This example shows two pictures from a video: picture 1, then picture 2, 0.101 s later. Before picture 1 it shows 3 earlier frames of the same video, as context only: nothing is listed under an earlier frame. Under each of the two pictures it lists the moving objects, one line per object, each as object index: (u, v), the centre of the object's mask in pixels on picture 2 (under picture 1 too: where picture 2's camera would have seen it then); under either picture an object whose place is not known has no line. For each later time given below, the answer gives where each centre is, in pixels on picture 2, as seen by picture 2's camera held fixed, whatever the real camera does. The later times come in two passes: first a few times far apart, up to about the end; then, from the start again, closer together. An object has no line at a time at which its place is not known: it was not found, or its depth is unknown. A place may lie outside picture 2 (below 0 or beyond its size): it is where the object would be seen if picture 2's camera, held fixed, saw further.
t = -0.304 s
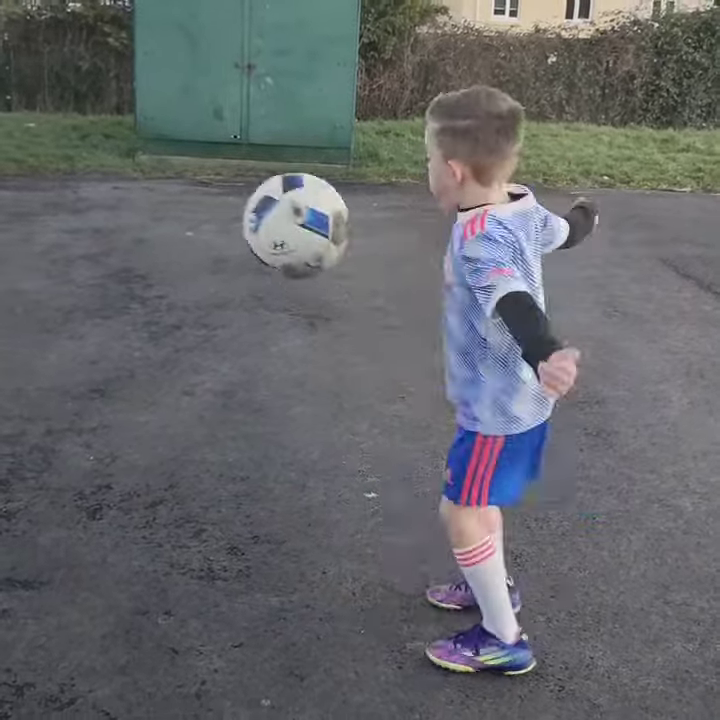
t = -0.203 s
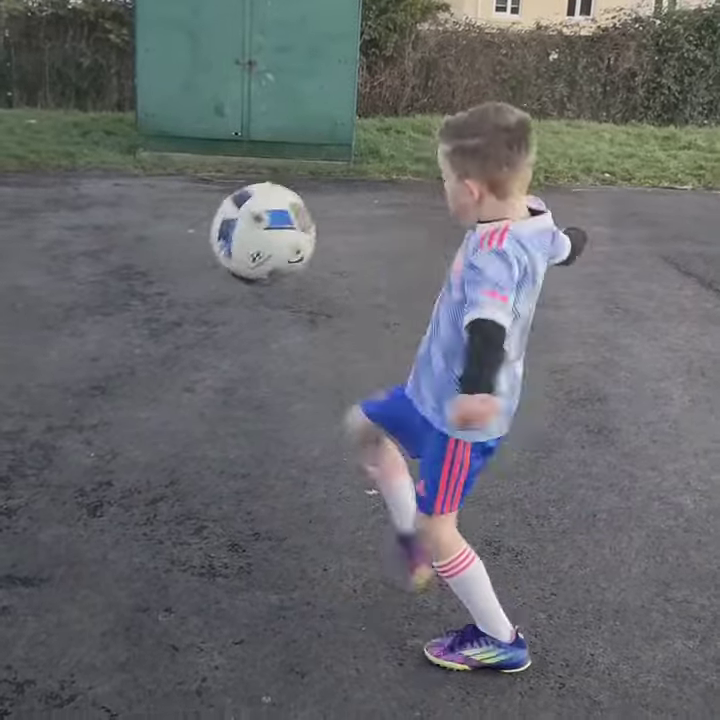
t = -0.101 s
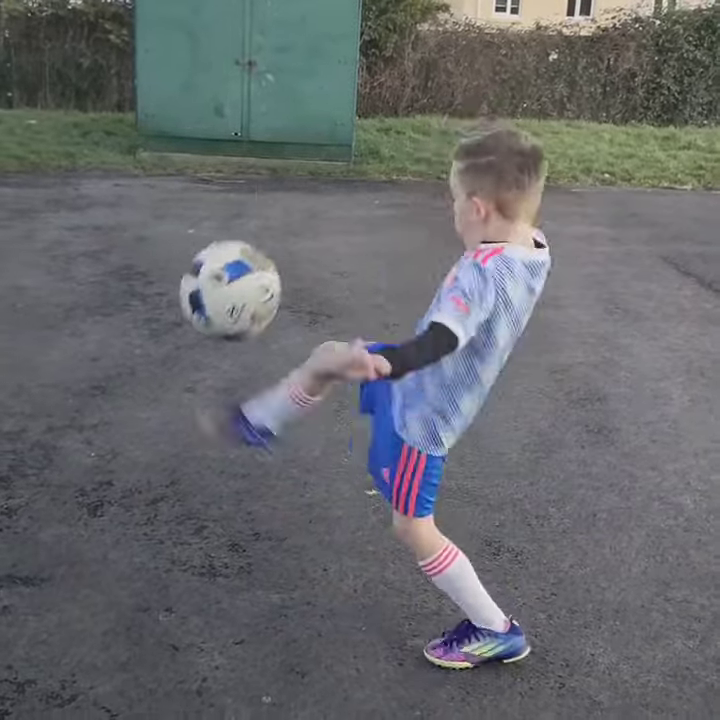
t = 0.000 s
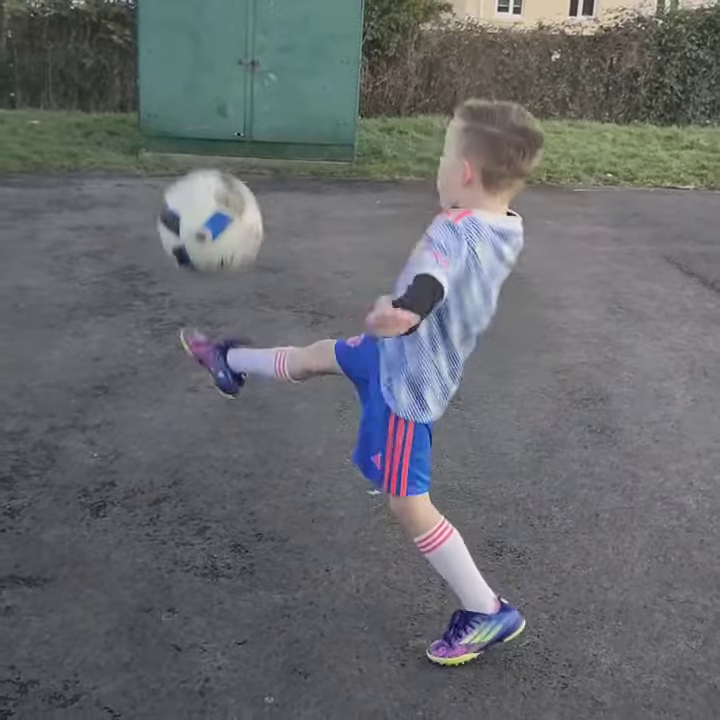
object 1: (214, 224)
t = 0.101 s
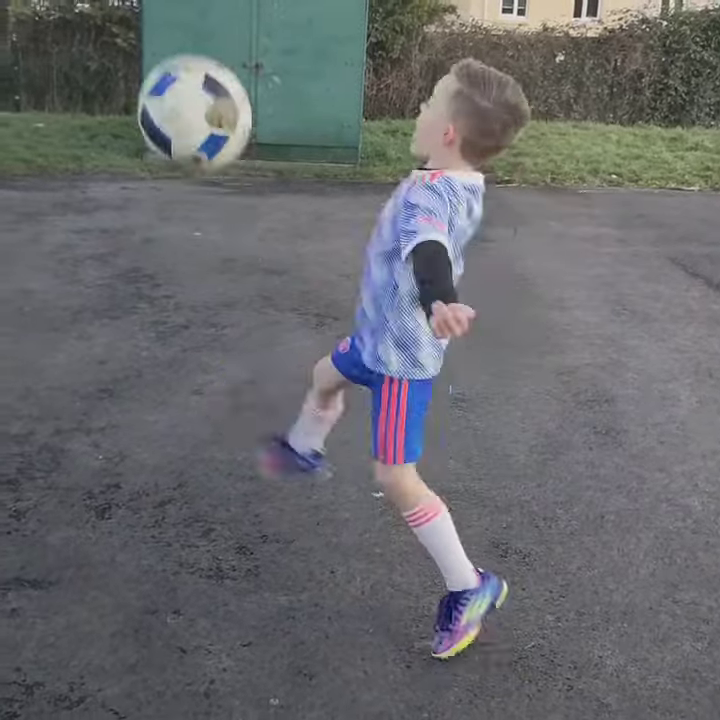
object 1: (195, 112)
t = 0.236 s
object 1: (162, 34)
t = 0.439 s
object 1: (100, 68)
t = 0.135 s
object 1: (186, 82)
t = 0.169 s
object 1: (178, 57)
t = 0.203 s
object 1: (170, 43)
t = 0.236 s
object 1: (162, 34)
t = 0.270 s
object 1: (152, 30)
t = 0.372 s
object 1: (122, 39)
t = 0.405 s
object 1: (111, 52)
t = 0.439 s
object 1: (100, 68)
